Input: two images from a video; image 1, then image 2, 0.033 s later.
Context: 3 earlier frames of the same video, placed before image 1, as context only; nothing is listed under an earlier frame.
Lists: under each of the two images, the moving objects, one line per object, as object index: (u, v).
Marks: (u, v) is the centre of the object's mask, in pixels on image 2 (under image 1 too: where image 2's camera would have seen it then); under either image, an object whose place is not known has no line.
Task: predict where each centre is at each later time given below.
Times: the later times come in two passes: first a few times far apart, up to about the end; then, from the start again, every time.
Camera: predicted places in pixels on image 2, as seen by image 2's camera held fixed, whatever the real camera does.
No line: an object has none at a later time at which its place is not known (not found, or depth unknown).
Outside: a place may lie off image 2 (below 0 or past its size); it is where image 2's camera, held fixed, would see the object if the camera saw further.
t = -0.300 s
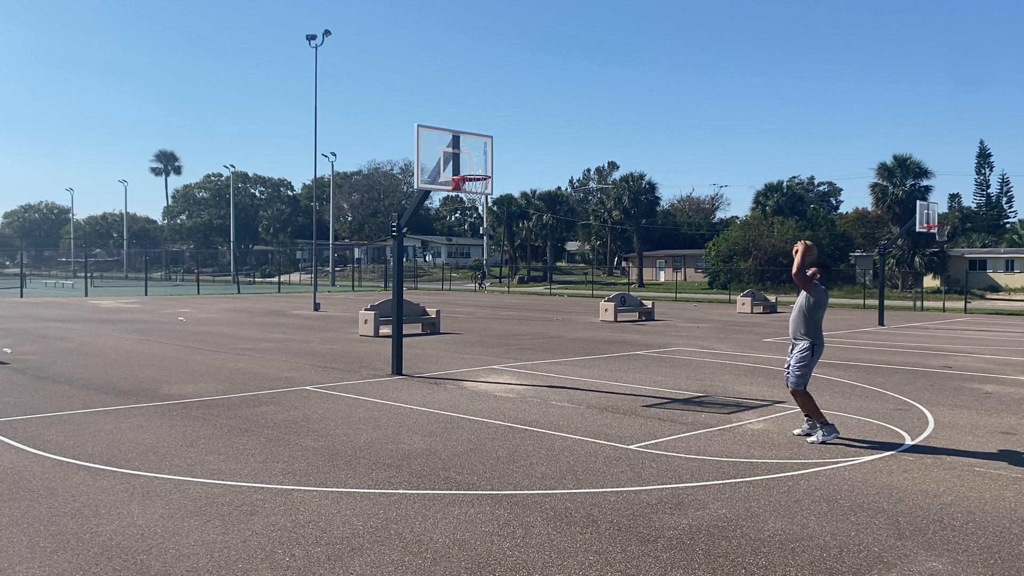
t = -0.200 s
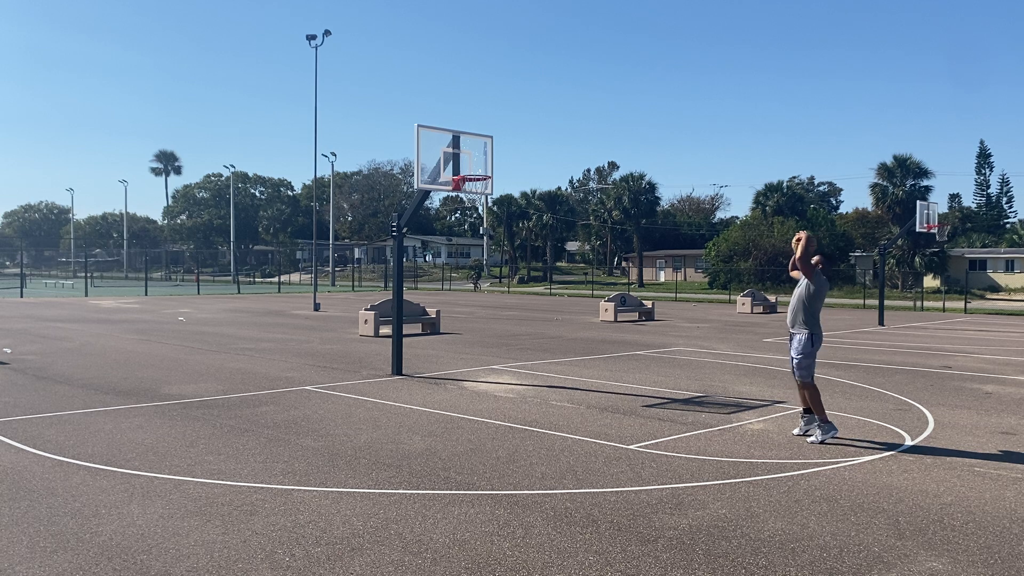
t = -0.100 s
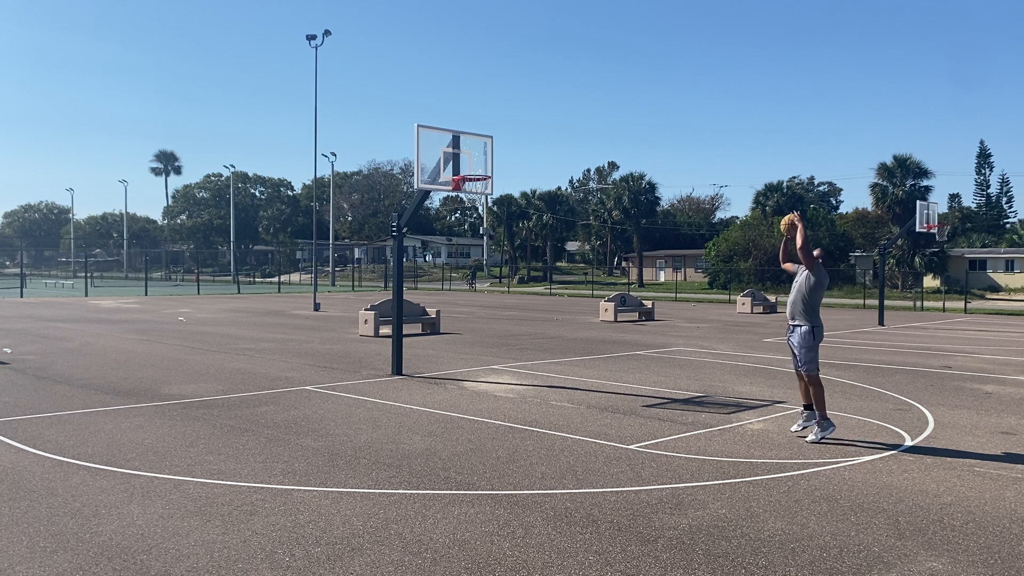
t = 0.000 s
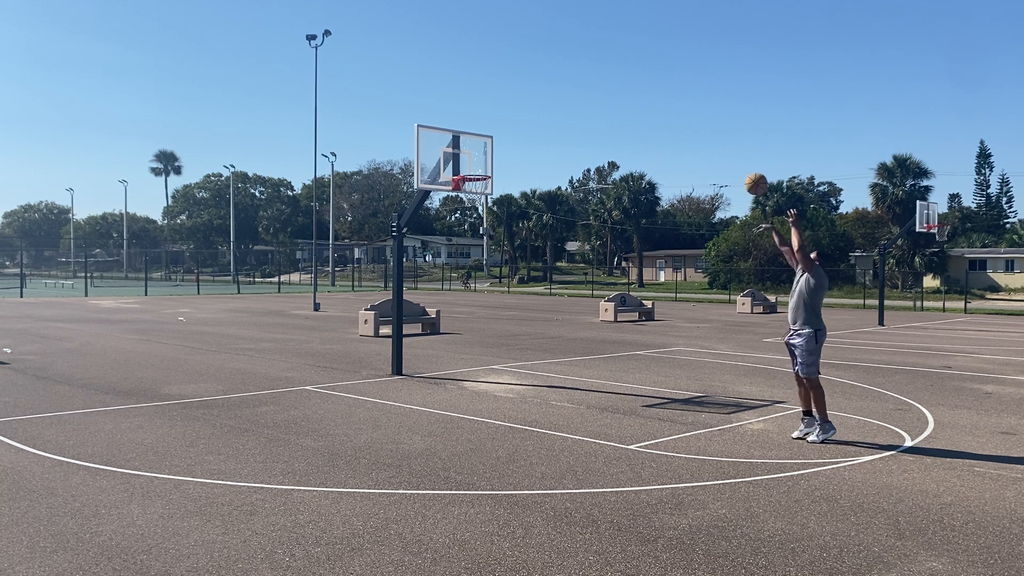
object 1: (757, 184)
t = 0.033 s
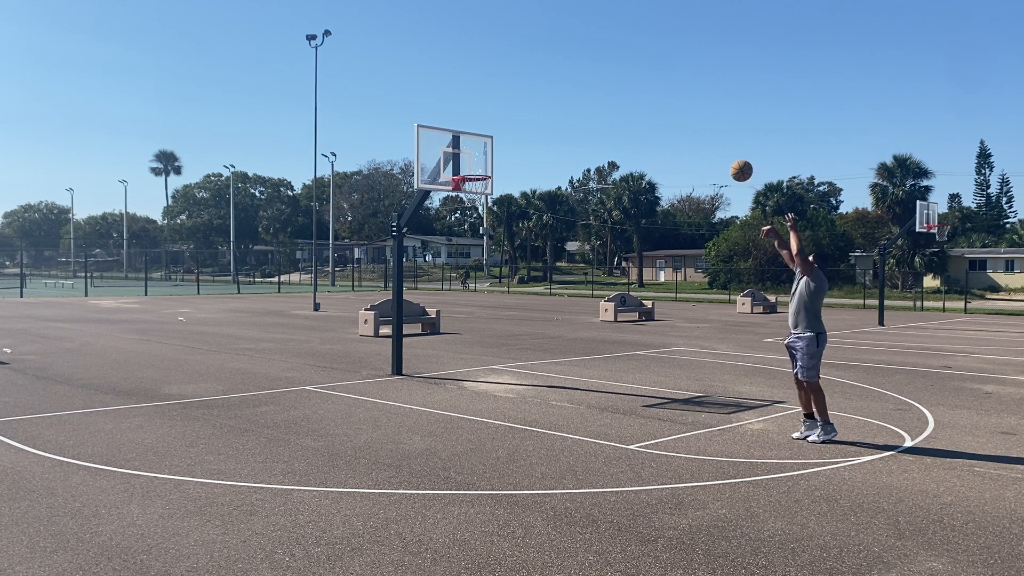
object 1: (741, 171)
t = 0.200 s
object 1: (673, 124)
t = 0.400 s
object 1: (602, 104)
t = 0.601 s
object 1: (541, 115)
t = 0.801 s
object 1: (486, 151)
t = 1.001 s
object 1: (477, 168)
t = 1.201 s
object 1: (461, 158)
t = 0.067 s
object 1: (727, 159)
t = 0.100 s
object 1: (713, 149)
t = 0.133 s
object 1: (699, 139)
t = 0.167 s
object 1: (686, 131)
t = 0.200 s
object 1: (673, 124)
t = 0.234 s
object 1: (661, 119)
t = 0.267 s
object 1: (648, 113)
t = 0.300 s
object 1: (637, 110)
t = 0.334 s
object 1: (625, 107)
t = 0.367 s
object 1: (614, 105)
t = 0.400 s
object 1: (602, 104)
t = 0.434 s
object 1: (592, 104)
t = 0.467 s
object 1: (581, 104)
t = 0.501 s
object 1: (570, 106)
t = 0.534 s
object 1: (560, 108)
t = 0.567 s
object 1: (550, 111)
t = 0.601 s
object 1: (541, 115)
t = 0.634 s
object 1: (531, 119)
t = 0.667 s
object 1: (522, 125)
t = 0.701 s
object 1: (513, 130)
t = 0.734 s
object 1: (504, 137)
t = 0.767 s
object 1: (495, 144)
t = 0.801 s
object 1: (486, 151)
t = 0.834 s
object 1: (478, 160)
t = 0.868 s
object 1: (470, 168)
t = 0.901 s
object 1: (469, 172)
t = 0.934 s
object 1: (479, 174)
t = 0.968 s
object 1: (480, 171)
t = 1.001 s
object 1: (477, 168)
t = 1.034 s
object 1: (475, 165)
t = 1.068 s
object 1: (472, 162)
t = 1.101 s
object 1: (469, 160)
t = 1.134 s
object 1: (467, 159)
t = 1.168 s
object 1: (464, 158)
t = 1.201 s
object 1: (461, 158)
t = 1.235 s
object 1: (458, 159)
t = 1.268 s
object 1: (455, 161)
